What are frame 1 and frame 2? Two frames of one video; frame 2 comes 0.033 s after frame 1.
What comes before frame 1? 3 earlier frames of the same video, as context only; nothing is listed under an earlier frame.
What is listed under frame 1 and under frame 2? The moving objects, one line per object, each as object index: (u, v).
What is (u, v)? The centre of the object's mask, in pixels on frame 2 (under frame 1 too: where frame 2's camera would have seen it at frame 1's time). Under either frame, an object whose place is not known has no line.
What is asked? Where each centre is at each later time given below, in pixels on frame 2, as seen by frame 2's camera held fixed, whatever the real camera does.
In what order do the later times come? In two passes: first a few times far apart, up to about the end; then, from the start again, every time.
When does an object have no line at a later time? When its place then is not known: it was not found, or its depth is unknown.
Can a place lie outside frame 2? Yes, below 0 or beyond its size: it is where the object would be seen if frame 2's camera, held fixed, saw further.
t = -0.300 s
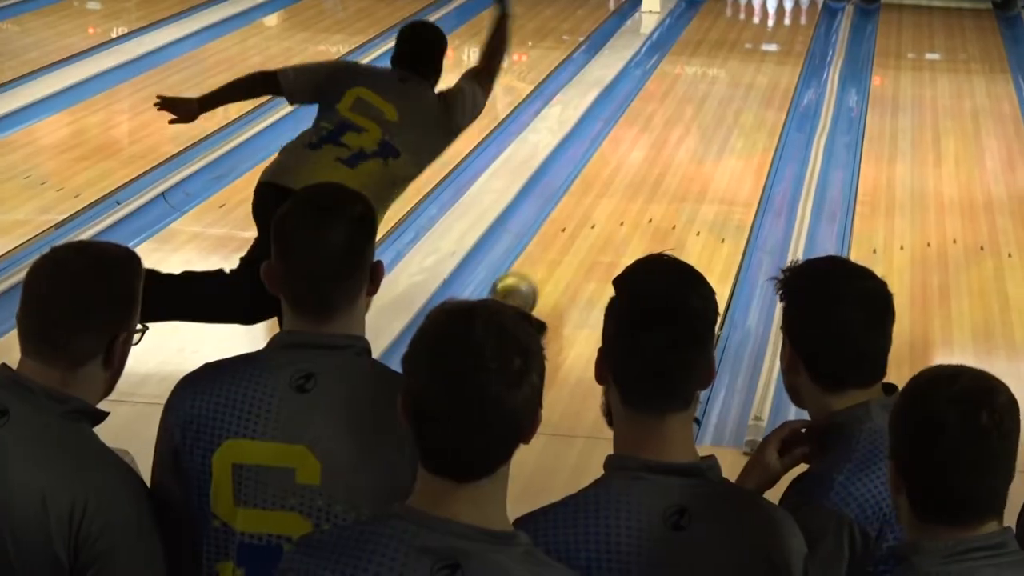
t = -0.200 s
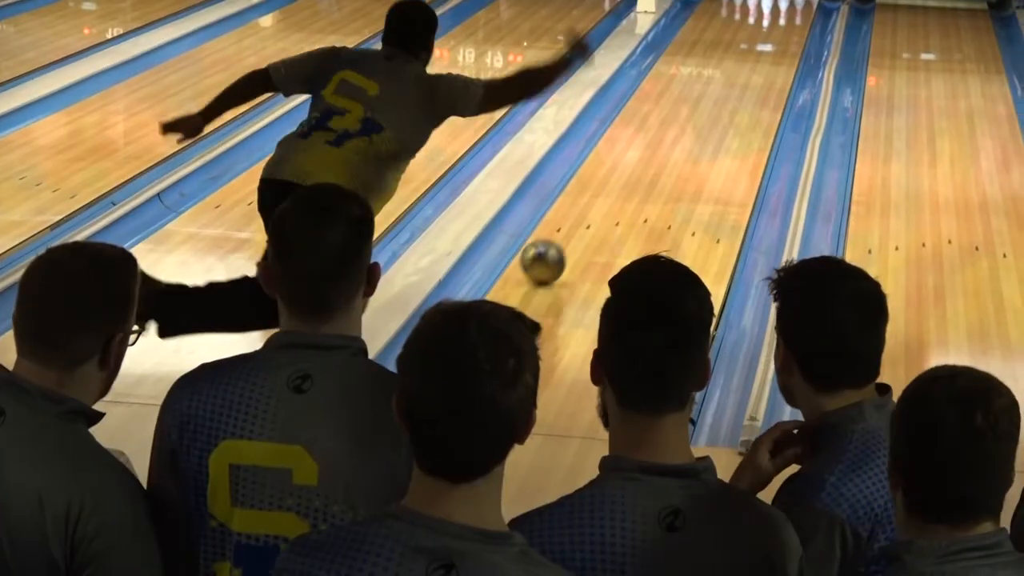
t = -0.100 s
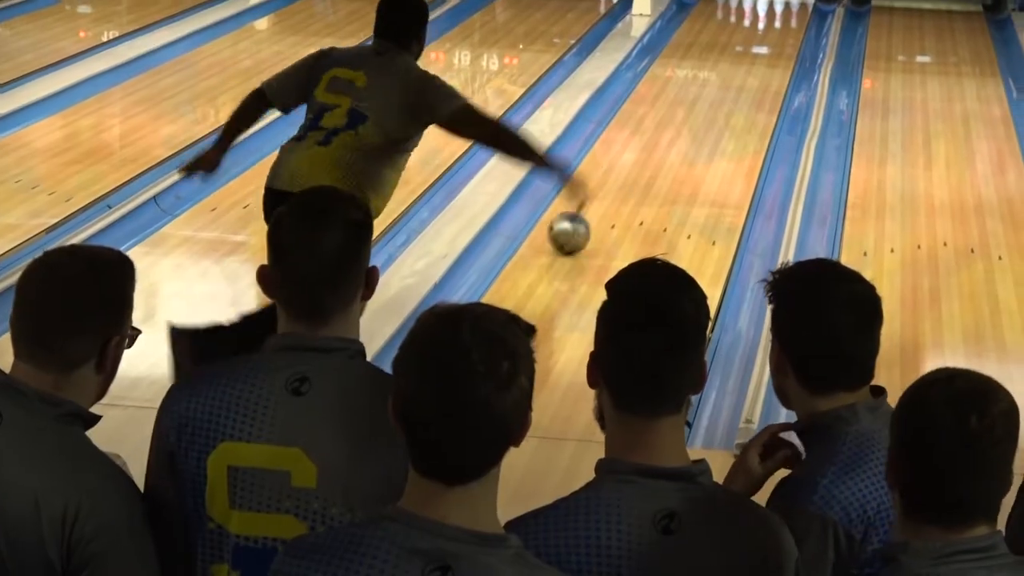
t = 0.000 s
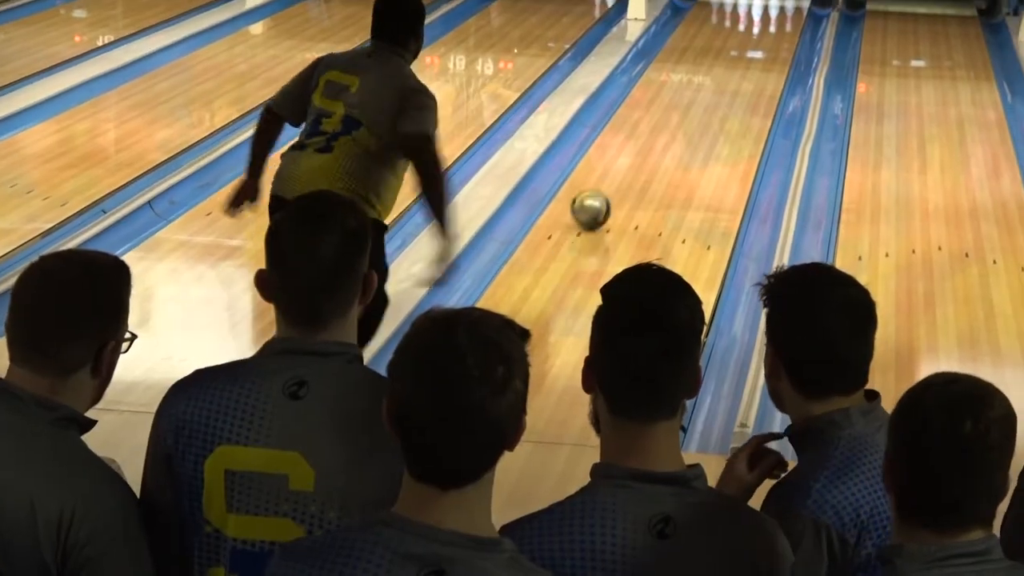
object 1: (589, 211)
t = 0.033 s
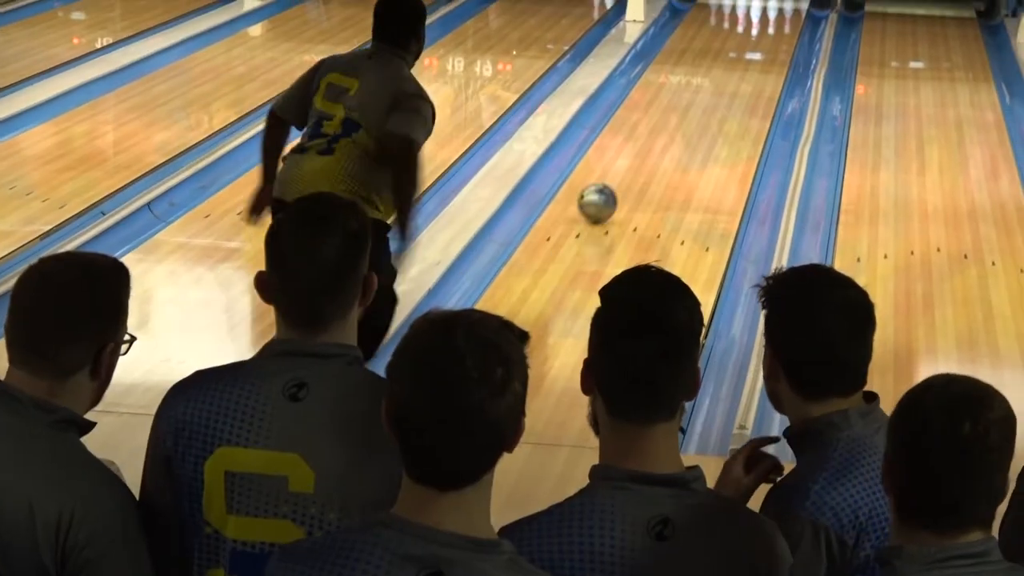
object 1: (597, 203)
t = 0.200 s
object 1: (634, 164)
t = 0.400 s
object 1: (670, 124)
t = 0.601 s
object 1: (699, 92)
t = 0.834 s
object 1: (726, 61)
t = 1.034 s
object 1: (746, 37)
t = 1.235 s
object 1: (758, 17)
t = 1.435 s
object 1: (765, 0)
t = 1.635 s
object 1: (767, -15)
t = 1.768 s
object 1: (771, -19)
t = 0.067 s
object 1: (605, 194)
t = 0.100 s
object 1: (613, 187)
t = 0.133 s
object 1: (620, 179)
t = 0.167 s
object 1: (627, 171)
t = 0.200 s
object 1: (634, 164)
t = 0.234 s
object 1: (640, 157)
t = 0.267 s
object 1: (646, 150)
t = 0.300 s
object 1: (652, 144)
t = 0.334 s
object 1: (658, 137)
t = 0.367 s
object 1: (664, 131)
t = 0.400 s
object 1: (670, 124)
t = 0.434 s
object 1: (675, 119)
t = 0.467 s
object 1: (680, 113)
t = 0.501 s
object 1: (685, 107)
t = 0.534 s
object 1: (690, 102)
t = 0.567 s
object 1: (694, 97)
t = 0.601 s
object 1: (699, 92)
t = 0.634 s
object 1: (703, 87)
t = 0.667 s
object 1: (707, 83)
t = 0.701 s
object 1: (711, 78)
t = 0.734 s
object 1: (715, 74)
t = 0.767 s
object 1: (719, 68)
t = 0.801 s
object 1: (723, 64)
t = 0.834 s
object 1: (726, 61)
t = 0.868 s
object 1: (730, 58)
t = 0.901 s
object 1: (733, 52)
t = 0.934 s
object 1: (736, 49)
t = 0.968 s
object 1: (739, 45)
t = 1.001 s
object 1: (742, 41)
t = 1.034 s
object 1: (746, 37)
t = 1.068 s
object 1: (748, 34)
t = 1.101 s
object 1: (750, 30)
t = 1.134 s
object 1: (753, 27)
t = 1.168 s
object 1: (755, 23)
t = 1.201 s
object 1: (757, 20)
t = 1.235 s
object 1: (758, 17)
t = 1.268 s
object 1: (759, 14)
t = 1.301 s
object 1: (761, 11)
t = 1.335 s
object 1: (762, 8)
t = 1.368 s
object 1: (763, 5)
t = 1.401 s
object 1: (764, 2)
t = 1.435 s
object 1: (765, 0)
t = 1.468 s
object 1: (765, -3)
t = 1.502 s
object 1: (765, -6)
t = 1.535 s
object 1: (765, -8)
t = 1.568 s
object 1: (766, -10)
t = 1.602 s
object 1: (765, -13)
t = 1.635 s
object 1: (767, -15)
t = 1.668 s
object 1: (768, -16)
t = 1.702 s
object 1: (769, -17)
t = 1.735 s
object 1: (770, -18)
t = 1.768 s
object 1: (771, -19)
